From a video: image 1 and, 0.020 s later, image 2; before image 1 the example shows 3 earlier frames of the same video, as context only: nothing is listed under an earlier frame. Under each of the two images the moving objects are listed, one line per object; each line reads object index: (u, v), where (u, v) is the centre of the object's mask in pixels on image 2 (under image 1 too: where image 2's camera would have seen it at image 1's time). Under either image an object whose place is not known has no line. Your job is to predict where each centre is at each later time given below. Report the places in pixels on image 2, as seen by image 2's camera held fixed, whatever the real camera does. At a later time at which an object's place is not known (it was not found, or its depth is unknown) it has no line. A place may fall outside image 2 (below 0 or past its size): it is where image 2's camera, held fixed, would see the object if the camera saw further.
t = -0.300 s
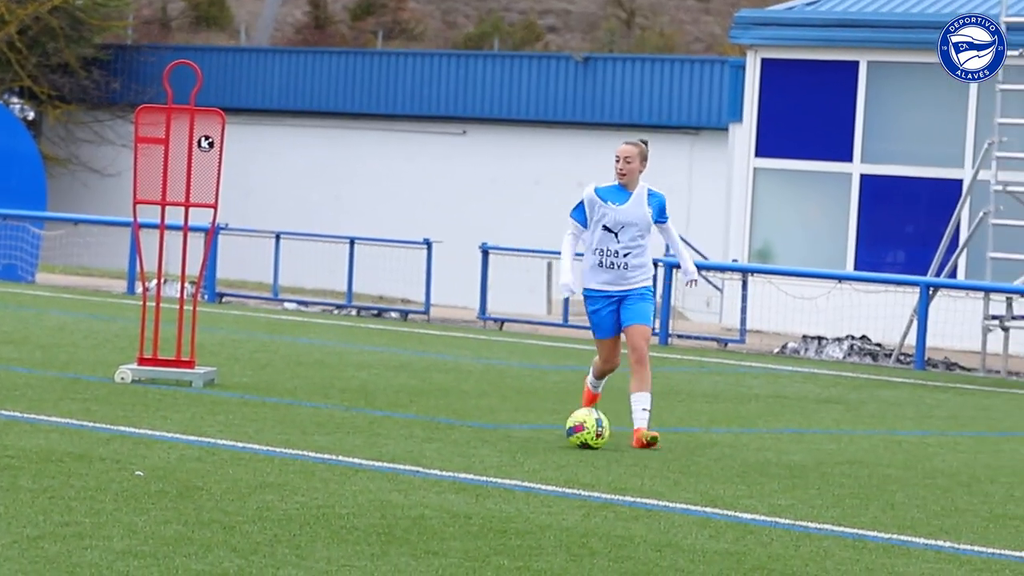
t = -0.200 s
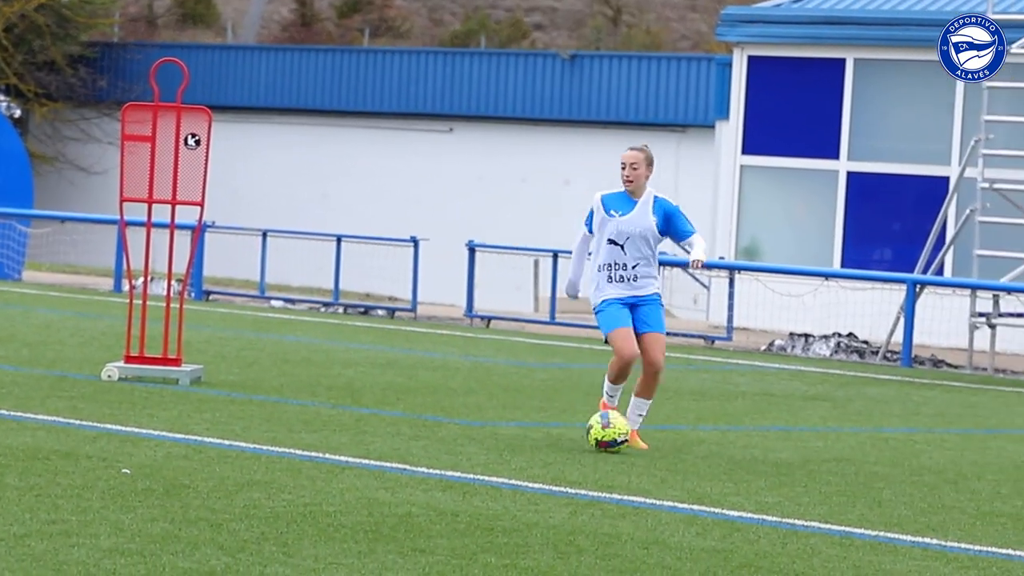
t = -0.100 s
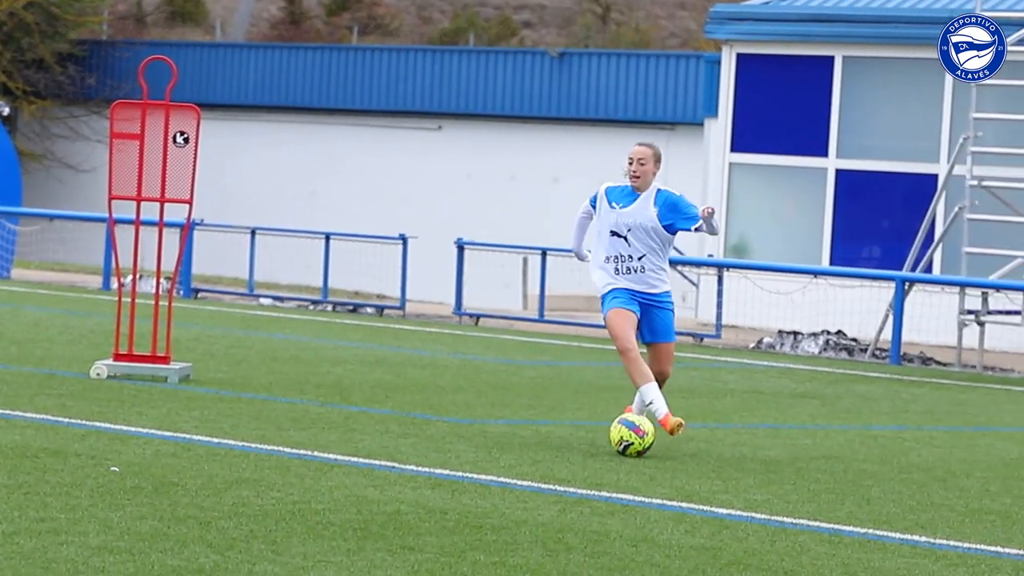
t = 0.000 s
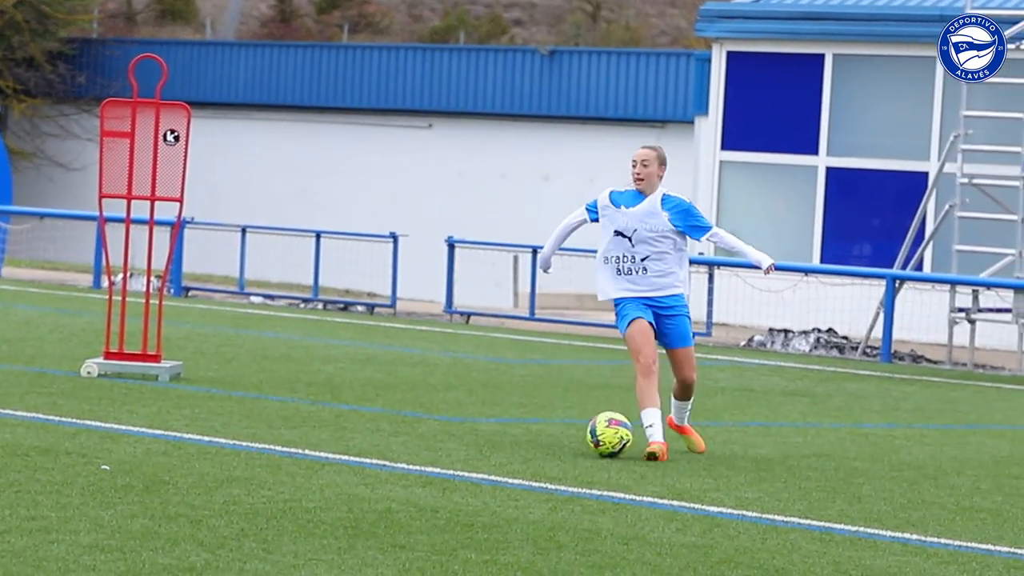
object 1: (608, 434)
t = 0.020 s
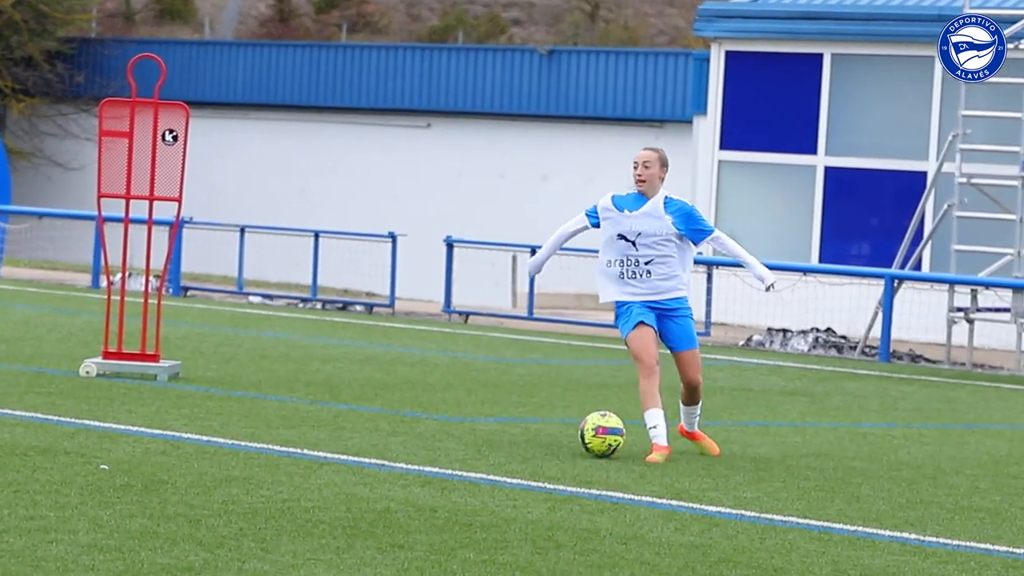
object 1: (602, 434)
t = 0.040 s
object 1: (595, 434)
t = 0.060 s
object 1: (589, 435)
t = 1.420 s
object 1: (324, 458)
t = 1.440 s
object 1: (320, 458)
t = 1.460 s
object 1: (317, 458)
